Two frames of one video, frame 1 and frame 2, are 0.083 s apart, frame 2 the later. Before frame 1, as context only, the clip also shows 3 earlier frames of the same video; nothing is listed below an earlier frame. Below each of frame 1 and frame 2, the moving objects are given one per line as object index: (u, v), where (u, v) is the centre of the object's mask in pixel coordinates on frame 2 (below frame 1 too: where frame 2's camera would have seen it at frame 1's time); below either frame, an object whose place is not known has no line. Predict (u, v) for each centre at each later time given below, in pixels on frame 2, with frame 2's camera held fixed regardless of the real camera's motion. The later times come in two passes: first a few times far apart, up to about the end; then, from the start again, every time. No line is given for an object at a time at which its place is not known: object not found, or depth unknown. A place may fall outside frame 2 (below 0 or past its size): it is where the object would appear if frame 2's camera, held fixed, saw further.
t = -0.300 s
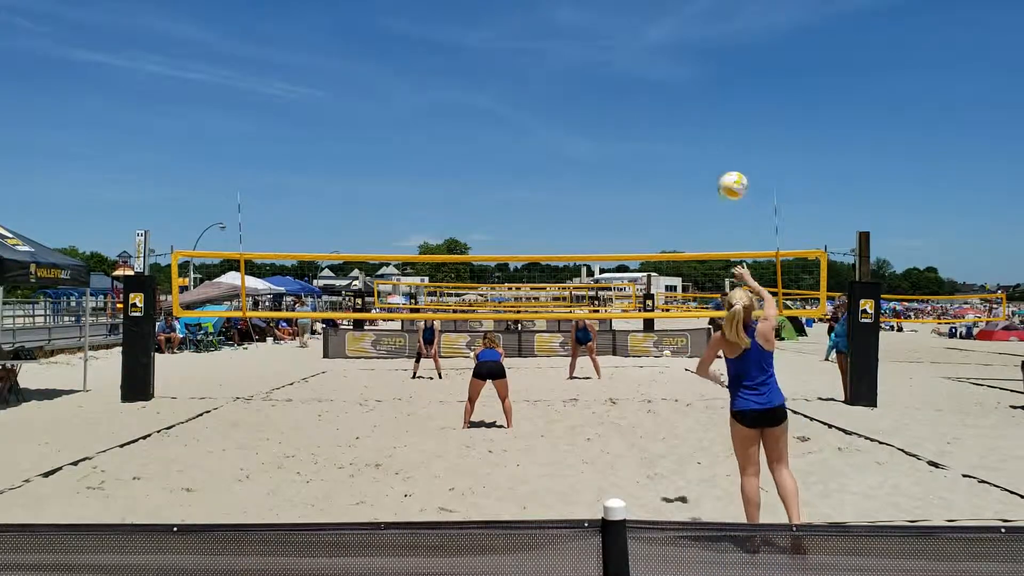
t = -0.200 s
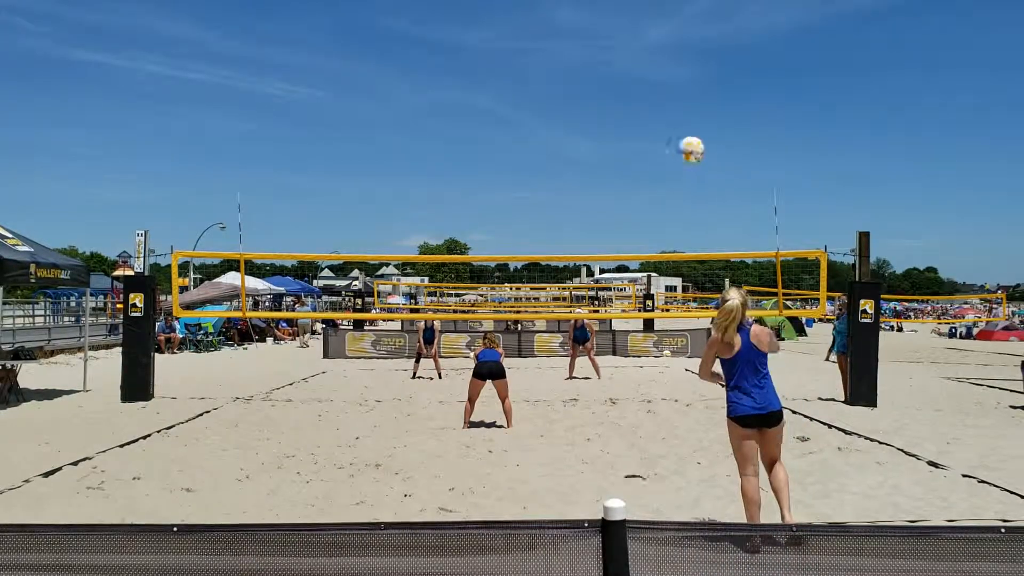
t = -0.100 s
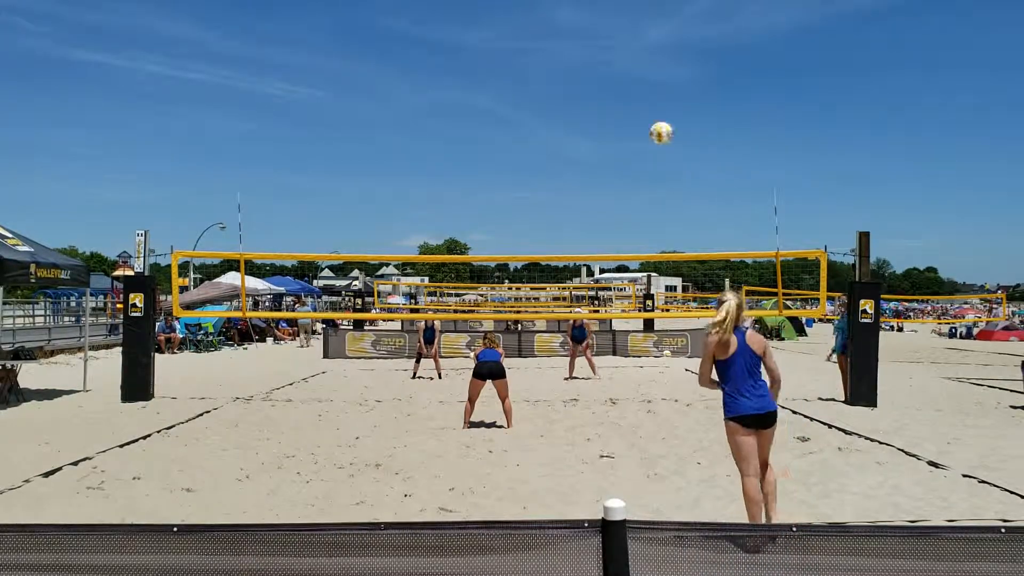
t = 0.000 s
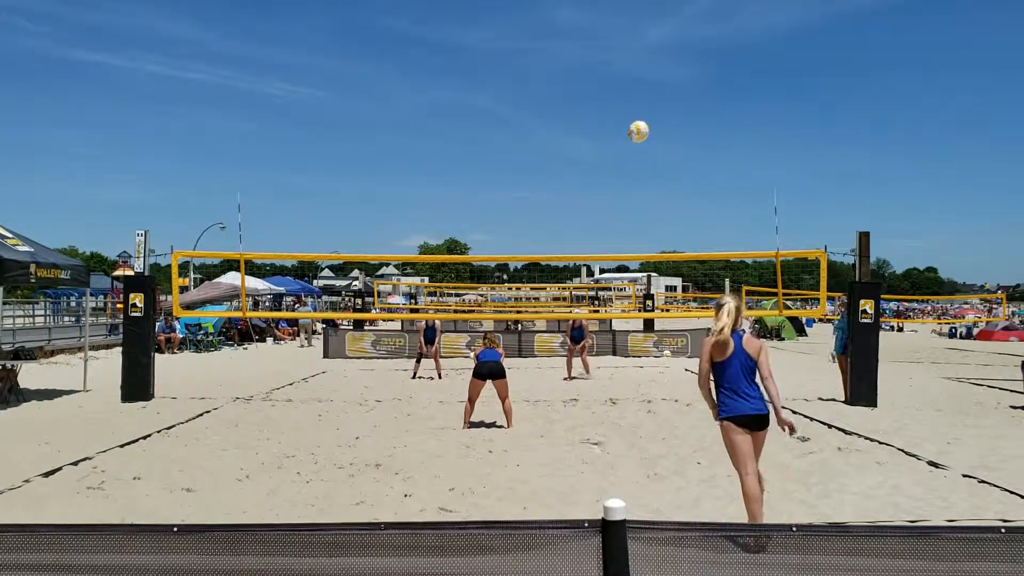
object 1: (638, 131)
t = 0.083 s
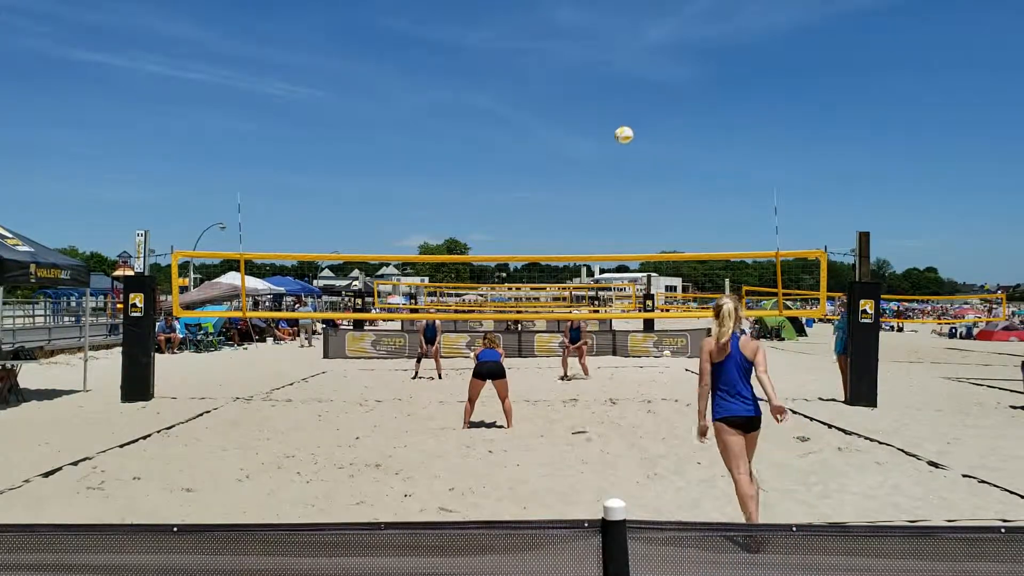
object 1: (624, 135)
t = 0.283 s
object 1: (598, 166)
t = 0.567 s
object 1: (572, 234)
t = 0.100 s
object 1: (621, 137)
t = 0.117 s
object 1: (619, 139)
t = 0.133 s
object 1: (616, 141)
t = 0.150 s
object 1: (614, 143)
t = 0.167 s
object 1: (612, 146)
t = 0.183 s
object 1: (610, 148)
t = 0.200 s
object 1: (608, 151)
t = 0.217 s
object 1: (605, 153)
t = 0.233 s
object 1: (604, 156)
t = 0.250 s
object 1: (602, 159)
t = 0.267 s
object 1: (600, 162)
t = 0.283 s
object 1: (598, 166)
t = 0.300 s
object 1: (597, 169)
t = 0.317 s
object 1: (595, 172)
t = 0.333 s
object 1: (593, 175)
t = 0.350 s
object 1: (592, 179)
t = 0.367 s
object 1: (590, 183)
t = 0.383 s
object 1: (589, 187)
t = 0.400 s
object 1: (587, 190)
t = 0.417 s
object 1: (586, 194)
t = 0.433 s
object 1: (584, 198)
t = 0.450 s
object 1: (582, 203)
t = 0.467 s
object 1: (581, 208)
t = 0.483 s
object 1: (579, 212)
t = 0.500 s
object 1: (578, 216)
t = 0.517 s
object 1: (577, 221)
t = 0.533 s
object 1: (574, 226)
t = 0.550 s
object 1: (574, 230)
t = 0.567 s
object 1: (572, 234)
